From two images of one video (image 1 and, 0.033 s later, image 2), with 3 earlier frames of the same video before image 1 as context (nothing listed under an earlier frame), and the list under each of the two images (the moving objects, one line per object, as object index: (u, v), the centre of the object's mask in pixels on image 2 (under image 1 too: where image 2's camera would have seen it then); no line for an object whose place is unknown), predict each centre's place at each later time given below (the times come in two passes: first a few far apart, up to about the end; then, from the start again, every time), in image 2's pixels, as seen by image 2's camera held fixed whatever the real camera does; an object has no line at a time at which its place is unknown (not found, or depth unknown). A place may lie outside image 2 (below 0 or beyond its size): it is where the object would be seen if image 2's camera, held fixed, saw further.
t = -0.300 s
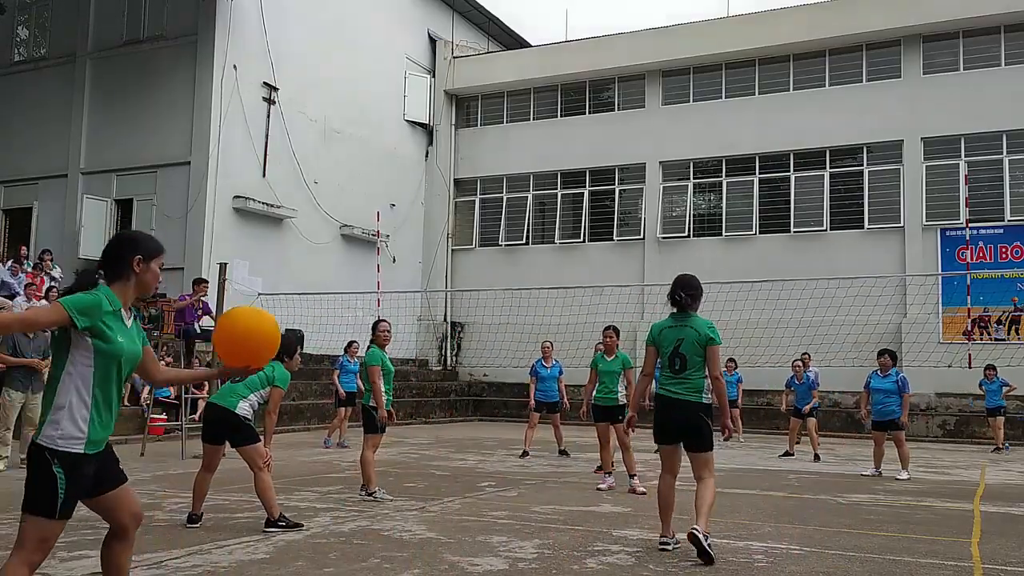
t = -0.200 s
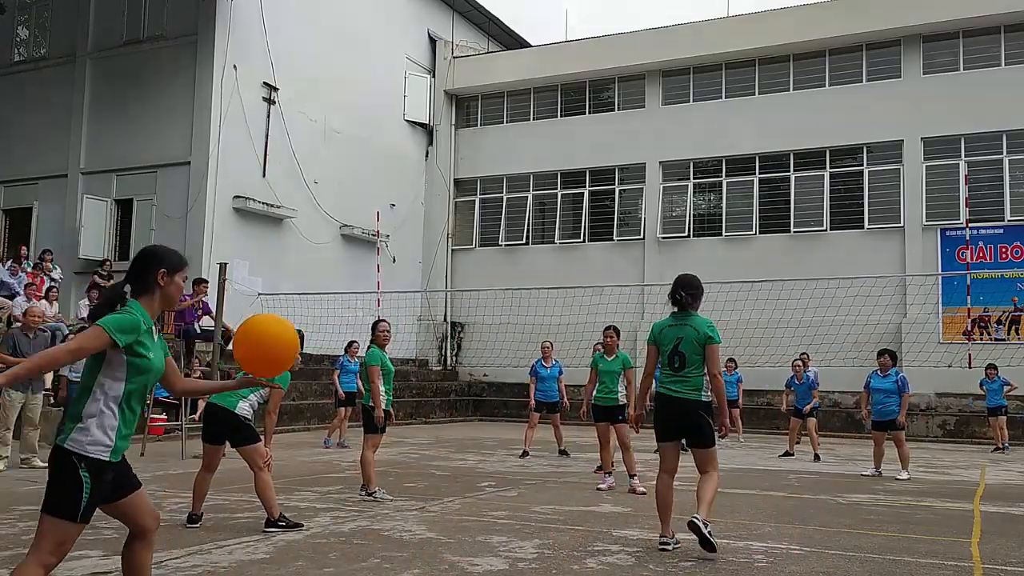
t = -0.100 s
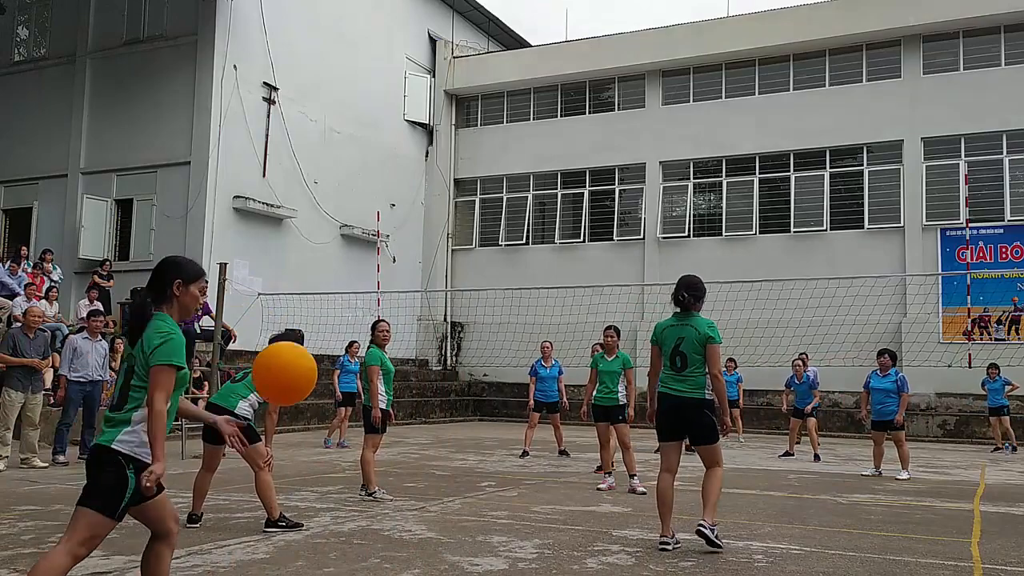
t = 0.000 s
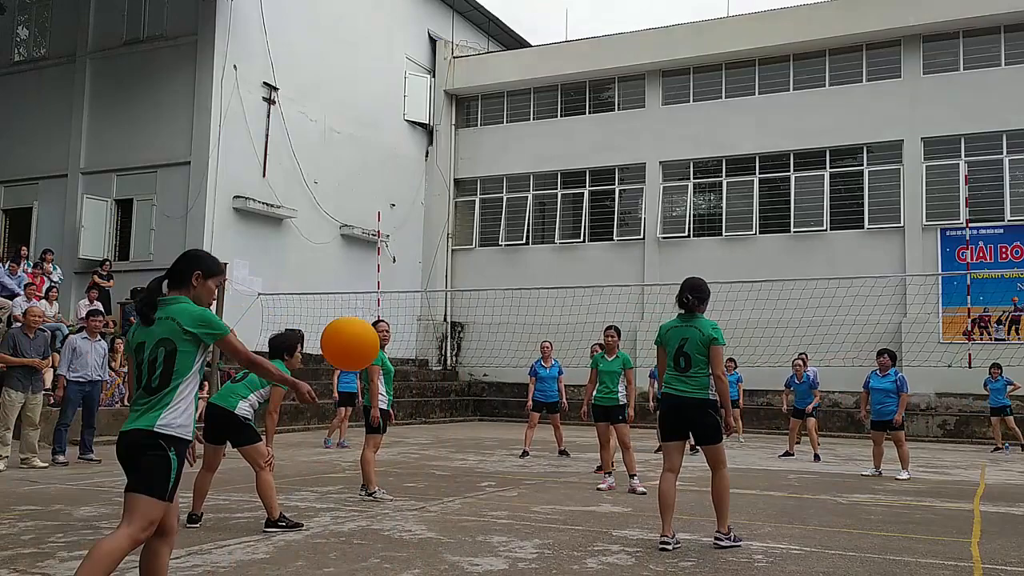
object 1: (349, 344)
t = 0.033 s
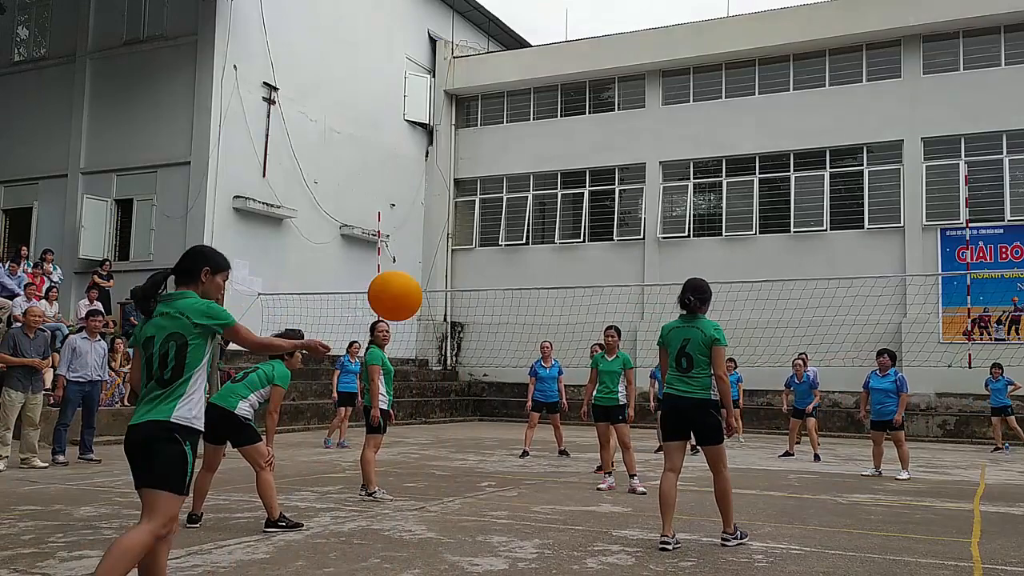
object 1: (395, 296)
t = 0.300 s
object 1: (597, 115)
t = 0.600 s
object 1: (698, 102)
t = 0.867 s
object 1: (751, 153)
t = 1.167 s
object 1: (791, 251)
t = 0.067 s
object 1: (433, 256)
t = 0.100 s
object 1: (466, 223)
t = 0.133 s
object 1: (494, 195)
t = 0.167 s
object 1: (519, 172)
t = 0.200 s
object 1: (541, 153)
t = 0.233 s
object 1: (562, 138)
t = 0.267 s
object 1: (580, 125)
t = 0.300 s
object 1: (597, 115)
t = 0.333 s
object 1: (612, 108)
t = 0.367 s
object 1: (626, 103)
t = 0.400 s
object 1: (639, 99)
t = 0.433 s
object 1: (651, 97)
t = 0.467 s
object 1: (662, 96)
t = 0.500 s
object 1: (672, 96)
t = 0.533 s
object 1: (681, 97)
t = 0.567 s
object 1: (690, 99)
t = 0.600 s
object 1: (698, 102)
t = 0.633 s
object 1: (706, 106)
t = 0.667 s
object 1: (713, 111)
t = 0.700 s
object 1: (720, 116)
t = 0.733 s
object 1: (726, 122)
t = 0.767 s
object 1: (733, 129)
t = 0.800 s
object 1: (739, 136)
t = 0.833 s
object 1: (745, 144)
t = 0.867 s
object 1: (751, 153)
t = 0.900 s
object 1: (756, 161)
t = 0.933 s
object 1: (762, 171)
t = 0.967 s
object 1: (766, 181)
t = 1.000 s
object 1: (771, 192)
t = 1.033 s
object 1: (775, 203)
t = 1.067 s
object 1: (780, 215)
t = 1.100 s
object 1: (784, 226)
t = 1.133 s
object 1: (787, 239)
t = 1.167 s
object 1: (791, 251)
